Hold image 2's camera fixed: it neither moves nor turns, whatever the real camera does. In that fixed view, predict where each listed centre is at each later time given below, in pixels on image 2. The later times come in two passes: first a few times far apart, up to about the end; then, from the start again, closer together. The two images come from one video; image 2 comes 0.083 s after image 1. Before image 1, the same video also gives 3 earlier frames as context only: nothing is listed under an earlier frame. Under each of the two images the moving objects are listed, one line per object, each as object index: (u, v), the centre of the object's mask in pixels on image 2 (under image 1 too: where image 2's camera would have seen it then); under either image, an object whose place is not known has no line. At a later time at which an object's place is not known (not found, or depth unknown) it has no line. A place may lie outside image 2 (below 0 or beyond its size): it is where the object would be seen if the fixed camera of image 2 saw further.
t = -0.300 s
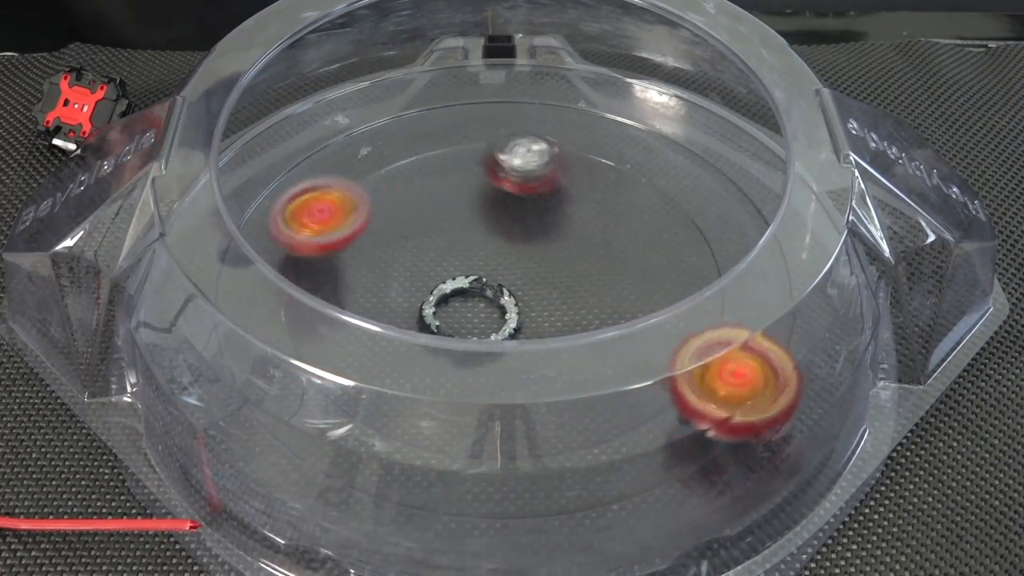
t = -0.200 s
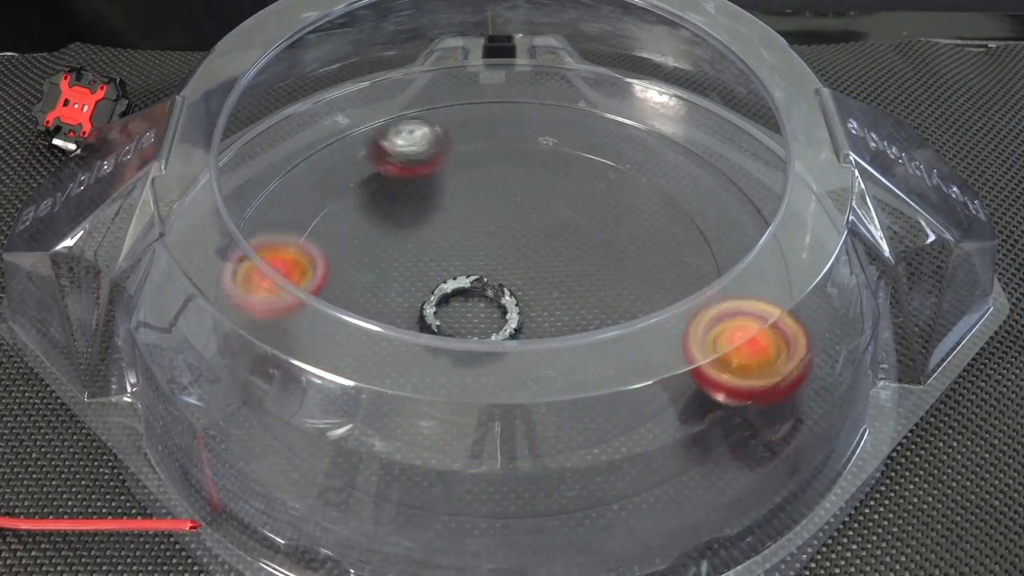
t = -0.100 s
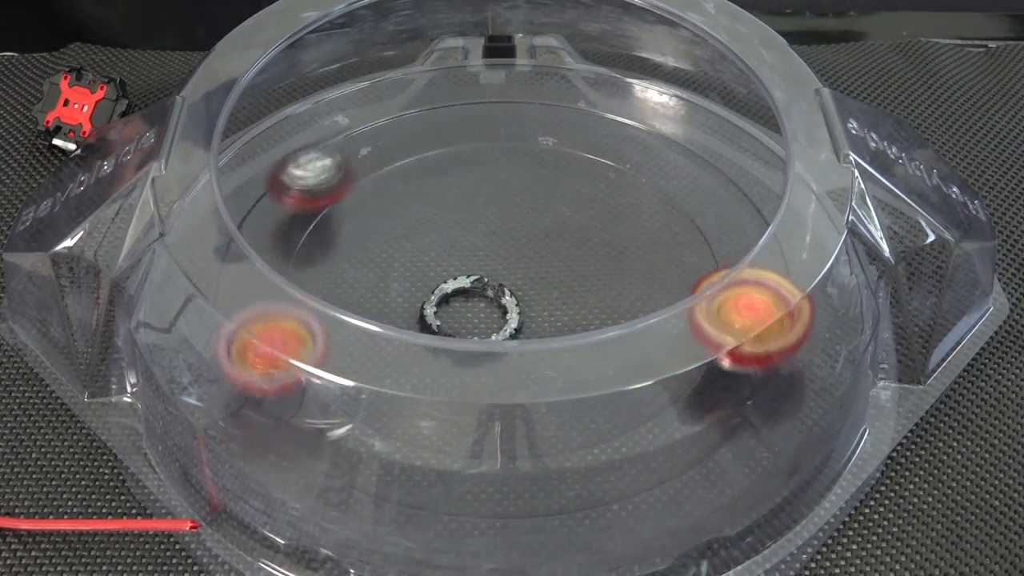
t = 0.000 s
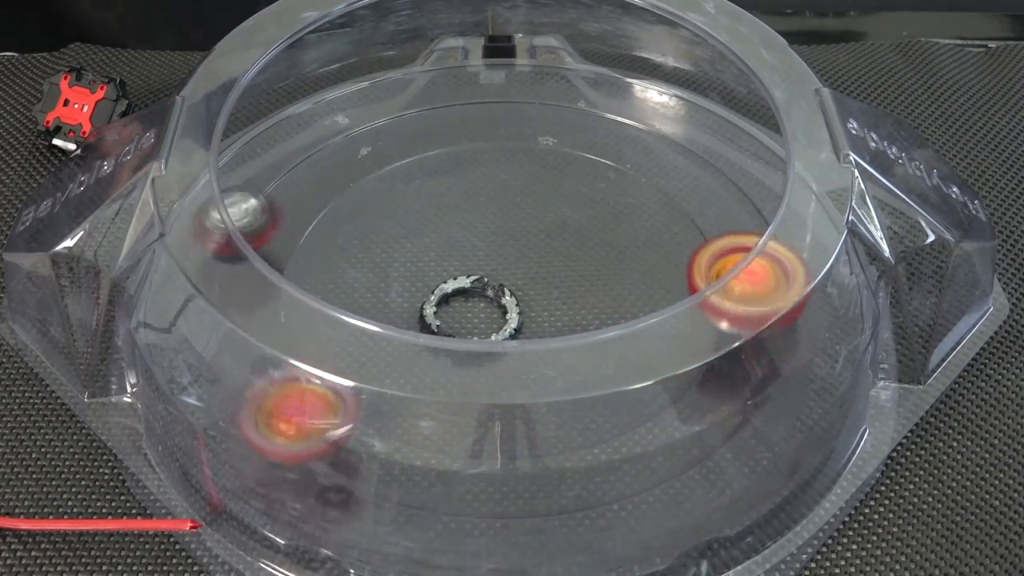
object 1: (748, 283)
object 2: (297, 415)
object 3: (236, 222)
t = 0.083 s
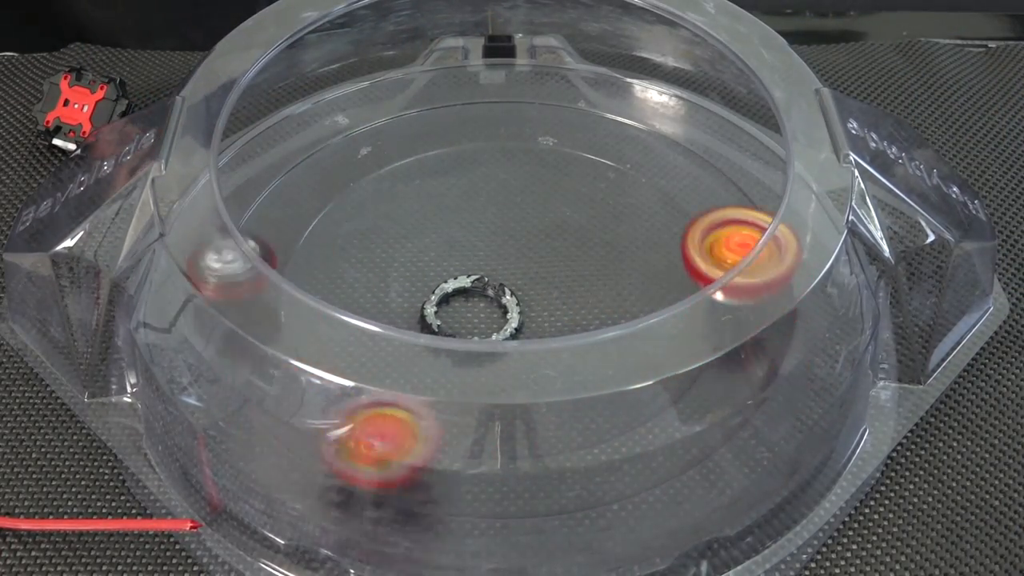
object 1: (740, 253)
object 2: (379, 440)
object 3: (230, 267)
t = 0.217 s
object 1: (713, 211)
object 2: (503, 463)
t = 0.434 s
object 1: (519, 138)
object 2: (655, 435)
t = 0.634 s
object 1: (258, 199)
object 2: (744, 391)
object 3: (657, 239)
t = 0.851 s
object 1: (204, 342)
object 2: (724, 301)
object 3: (540, 56)
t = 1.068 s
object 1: (295, 433)
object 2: (564, 202)
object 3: (395, 124)
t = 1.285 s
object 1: (405, 485)
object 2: (366, 217)
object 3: (201, 223)
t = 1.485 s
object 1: (517, 504)
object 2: (423, 378)
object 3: (114, 292)
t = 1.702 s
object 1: (629, 480)
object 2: (680, 354)
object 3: (63, 314)
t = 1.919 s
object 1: (714, 430)
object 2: (635, 171)
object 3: (62, 313)
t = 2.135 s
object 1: (772, 340)
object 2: (387, 138)
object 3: (62, 313)
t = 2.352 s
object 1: (758, 243)
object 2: (303, 316)
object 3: (60, 314)
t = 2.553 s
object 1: (722, 186)
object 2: (571, 409)
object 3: (59, 315)
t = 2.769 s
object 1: (664, 139)
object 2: (707, 224)
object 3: (57, 315)
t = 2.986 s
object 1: (553, 60)
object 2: (521, 210)
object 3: (56, 316)
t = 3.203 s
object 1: (452, 60)
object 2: (358, 305)
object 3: (55, 316)
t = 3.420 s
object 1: (369, 78)
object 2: (501, 390)
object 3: (54, 316)
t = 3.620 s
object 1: (299, 107)
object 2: (649, 294)
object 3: (56, 316)
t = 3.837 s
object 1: (256, 157)
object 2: (528, 180)
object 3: (55, 316)
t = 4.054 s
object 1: (221, 239)
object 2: (387, 218)
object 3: (55, 316)
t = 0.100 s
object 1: (737, 248)
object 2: (396, 445)
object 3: (235, 274)
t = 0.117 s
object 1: (734, 242)
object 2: (412, 447)
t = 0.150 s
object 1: (726, 230)
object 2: (444, 453)
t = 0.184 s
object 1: (718, 221)
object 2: (474, 459)
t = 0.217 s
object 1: (713, 211)
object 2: (503, 463)
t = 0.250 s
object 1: (699, 198)
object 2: (530, 465)
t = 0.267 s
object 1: (691, 191)
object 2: (542, 466)
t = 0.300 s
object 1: (667, 180)
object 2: (568, 467)
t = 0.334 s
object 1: (637, 167)
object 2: (591, 463)
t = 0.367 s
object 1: (603, 156)
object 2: (614, 455)
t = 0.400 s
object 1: (564, 145)
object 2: (637, 445)
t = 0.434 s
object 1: (519, 138)
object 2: (655, 435)
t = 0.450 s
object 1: (497, 137)
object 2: (664, 429)
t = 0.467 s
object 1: (472, 136)
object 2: (672, 423)
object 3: (528, 400)
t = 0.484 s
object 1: (449, 136)
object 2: (680, 419)
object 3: (549, 395)
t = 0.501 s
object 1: (426, 139)
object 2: (686, 413)
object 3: (575, 388)
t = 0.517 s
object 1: (401, 142)
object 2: (692, 404)
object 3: (597, 379)
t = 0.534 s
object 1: (378, 148)
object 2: (696, 398)
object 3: (611, 367)
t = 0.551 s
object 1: (355, 154)
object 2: (706, 397)
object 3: (628, 352)
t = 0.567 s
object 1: (334, 163)
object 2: (720, 402)
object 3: (641, 334)
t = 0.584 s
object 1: (312, 173)
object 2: (729, 401)
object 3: (643, 295)
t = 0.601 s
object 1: (292, 182)
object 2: (736, 397)
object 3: (651, 282)
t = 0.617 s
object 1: (276, 190)
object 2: (741, 394)
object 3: (657, 263)
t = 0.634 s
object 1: (258, 199)
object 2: (744, 391)
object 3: (657, 239)
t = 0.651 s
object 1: (244, 206)
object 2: (743, 382)
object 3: (656, 220)
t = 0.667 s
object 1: (231, 214)
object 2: (743, 379)
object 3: (651, 201)
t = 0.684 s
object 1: (220, 223)
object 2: (741, 371)
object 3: (644, 178)
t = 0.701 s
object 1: (216, 234)
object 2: (741, 364)
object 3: (636, 160)
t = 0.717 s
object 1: (211, 245)
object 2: (739, 356)
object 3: (627, 142)
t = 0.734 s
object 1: (208, 257)
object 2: (739, 349)
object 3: (615, 127)
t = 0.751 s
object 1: (205, 271)
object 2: (737, 342)
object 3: (607, 114)
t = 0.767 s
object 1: (202, 285)
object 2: (737, 336)
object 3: (598, 101)
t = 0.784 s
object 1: (202, 297)
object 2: (736, 330)
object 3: (586, 89)
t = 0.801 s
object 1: (200, 311)
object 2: (736, 324)
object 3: (575, 77)
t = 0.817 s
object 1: (201, 322)
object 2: (733, 316)
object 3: (561, 66)
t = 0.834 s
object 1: (201, 333)
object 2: (730, 309)
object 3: (551, 61)
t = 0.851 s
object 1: (204, 342)
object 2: (724, 301)
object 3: (540, 56)
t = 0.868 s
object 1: (211, 349)
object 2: (721, 296)
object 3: (530, 52)
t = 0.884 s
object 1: (218, 357)
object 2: (715, 289)
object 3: (517, 55)
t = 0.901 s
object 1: (223, 363)
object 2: (708, 284)
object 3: (504, 61)
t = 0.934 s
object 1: (234, 377)
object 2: (687, 268)
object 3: (480, 70)
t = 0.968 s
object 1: (246, 390)
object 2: (667, 255)
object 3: (455, 85)
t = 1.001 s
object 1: (261, 404)
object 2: (638, 237)
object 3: (436, 97)
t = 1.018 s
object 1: (268, 411)
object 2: (621, 228)
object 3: (425, 104)
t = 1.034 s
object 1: (277, 419)
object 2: (604, 219)
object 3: (415, 110)
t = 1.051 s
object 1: (288, 427)
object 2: (584, 210)
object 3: (404, 117)
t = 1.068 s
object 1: (295, 433)
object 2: (564, 202)
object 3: (395, 124)
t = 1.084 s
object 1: (304, 438)
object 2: (541, 194)
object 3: (385, 131)
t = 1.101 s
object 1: (313, 443)
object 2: (519, 187)
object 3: (377, 137)
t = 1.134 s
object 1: (330, 452)
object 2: (474, 178)
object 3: (359, 153)
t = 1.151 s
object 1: (338, 457)
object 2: (451, 174)
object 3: (351, 161)
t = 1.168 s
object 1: (346, 461)
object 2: (432, 173)
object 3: (341, 171)
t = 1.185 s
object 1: (354, 465)
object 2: (419, 175)
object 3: (320, 178)
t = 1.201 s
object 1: (363, 468)
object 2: (409, 179)
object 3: (296, 186)
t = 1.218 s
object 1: (371, 472)
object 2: (400, 184)
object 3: (273, 198)
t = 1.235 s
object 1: (379, 475)
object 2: (390, 190)
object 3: (250, 206)
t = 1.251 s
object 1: (388, 479)
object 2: (382, 198)
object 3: (233, 211)
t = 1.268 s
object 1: (396, 481)
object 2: (373, 207)
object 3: (215, 219)
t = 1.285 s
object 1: (405, 485)
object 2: (366, 217)
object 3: (201, 223)
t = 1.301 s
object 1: (413, 487)
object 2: (359, 229)
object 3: (194, 230)
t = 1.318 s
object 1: (423, 490)
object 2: (353, 242)
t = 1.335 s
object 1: (432, 492)
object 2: (350, 255)
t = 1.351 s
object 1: (442, 495)
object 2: (350, 269)
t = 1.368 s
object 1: (451, 497)
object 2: (355, 279)
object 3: (135, 284)
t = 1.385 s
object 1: (460, 499)
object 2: (357, 295)
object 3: (123, 294)
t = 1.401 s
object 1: (469, 501)
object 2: (360, 311)
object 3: (119, 306)
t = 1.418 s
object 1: (478, 502)
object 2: (368, 326)
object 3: (120, 305)
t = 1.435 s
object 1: (488, 504)
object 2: (377, 339)
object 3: (121, 301)
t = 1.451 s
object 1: (497, 505)
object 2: (391, 351)
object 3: (119, 298)
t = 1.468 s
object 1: (507, 505)
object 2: (405, 364)
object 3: (117, 295)
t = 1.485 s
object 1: (517, 504)
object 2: (423, 378)
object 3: (114, 292)
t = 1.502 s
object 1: (526, 504)
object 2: (438, 384)
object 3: (108, 292)
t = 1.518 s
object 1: (535, 504)
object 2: (458, 391)
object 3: (104, 293)
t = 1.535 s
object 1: (545, 503)
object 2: (479, 397)
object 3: (93, 295)
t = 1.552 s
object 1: (554, 502)
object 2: (503, 401)
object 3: (86, 300)
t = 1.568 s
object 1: (563, 501)
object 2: (526, 402)
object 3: (71, 305)
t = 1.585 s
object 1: (571, 500)
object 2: (547, 401)
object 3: (66, 315)
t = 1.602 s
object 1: (580, 498)
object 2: (572, 399)
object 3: (64, 318)
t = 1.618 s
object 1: (589, 497)
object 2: (593, 396)
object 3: (61, 314)
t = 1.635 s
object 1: (597, 493)
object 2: (615, 391)
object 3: (59, 312)
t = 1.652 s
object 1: (605, 491)
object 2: (633, 385)
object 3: (61, 310)
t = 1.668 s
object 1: (613, 487)
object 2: (650, 377)
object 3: (62, 311)
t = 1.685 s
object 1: (621, 483)
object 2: (666, 364)
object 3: (64, 313)
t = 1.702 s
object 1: (629, 480)
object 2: (680, 354)
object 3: (63, 314)
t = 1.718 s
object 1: (636, 476)
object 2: (689, 340)
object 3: (62, 314)
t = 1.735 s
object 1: (644, 474)
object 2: (697, 324)
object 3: (63, 314)
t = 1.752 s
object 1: (651, 470)
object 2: (702, 310)
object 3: (62, 313)
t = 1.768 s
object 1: (658, 466)
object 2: (704, 293)
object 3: (62, 313)
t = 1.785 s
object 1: (665, 462)
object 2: (704, 277)
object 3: (61, 313)
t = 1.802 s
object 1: (672, 458)
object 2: (697, 258)
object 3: (61, 313)
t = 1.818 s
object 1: (679, 454)
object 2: (696, 248)
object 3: (61, 313)
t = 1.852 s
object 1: (691, 446)
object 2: (685, 221)
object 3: (61, 313)
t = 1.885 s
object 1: (703, 438)
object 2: (663, 195)
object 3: (62, 313)
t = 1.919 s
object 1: (714, 430)
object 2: (635, 171)
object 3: (62, 313)
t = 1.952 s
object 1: (724, 422)
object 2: (599, 152)
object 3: (61, 313)
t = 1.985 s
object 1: (733, 413)
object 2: (563, 138)
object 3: (62, 313)
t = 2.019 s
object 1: (743, 403)
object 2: (522, 129)
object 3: (61, 313)
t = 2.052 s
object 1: (754, 388)
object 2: (481, 124)
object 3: (61, 313)
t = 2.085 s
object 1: (764, 371)
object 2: (442, 126)
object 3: (62, 313)
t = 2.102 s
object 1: (768, 361)
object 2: (423, 129)
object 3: (62, 313)
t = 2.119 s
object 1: (772, 350)
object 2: (405, 132)
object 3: (62, 313)
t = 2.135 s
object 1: (772, 340)
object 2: (387, 138)
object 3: (62, 313)
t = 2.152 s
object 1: (772, 329)
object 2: (370, 145)
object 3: (61, 313)
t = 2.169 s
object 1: (772, 319)
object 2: (357, 153)
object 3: (61, 314)
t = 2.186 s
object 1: (771, 309)
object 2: (344, 165)
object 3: (61, 314)
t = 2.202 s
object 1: (770, 300)
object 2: (332, 177)
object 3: (61, 314)
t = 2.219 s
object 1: (770, 291)
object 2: (322, 189)
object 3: (61, 314)
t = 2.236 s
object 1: (770, 284)
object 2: (313, 203)
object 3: (61, 314)
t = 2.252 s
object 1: (769, 278)
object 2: (306, 217)
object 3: (61, 314)
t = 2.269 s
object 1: (768, 272)
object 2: (300, 233)
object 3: (61, 314)
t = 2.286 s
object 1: (767, 266)
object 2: (301, 246)
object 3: (61, 314)
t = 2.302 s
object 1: (765, 260)
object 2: (296, 263)
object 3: (61, 314)
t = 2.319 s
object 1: (763, 254)
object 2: (295, 282)
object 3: (61, 314)
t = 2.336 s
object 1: (762, 251)
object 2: (298, 300)
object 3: (61, 314)
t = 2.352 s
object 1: (758, 243)
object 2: (303, 316)
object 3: (60, 314)
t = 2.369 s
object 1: (755, 237)
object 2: (312, 334)
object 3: (60, 314)
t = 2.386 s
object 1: (753, 233)
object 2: (324, 353)
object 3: (60, 314)
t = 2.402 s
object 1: (751, 227)
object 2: (343, 366)
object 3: (60, 314)
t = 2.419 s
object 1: (748, 222)
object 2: (360, 378)
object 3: (60, 314)
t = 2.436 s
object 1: (744, 217)
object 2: (383, 391)
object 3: (60, 315)
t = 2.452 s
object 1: (741, 212)
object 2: (406, 400)
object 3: (60, 315)
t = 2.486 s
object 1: (732, 202)
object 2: (462, 413)
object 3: (59, 314)
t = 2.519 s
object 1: (729, 195)
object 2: (517, 415)
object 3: (59, 315)
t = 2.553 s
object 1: (722, 186)
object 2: (571, 409)
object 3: (59, 315)
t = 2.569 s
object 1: (718, 182)
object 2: (598, 402)
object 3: (59, 315)
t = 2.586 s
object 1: (714, 177)
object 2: (625, 392)
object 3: (59, 315)
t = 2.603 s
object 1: (709, 173)
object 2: (644, 381)
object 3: (59, 315)
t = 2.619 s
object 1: (705, 170)
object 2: (663, 369)
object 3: (59, 315)
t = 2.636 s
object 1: (700, 166)
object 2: (682, 354)
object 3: (59, 315)
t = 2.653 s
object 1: (696, 162)
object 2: (693, 337)
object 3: (58, 315)
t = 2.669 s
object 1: (692, 159)
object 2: (703, 319)
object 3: (58, 315)
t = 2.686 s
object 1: (687, 155)
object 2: (711, 302)
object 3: (58, 315)
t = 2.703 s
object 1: (682, 152)
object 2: (715, 285)
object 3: (58, 315)
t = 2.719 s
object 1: (678, 148)
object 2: (714, 267)
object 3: (58, 315)
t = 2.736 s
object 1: (673, 146)
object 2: (708, 247)
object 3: (58, 315)
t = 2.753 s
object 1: (669, 142)
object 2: (709, 236)
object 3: (58, 315)
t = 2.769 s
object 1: (664, 139)
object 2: (707, 224)
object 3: (57, 315)
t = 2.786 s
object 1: (659, 135)
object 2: (698, 209)
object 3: (56, 315)
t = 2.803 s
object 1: (653, 130)
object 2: (688, 199)
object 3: (56, 315)
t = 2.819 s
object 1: (647, 121)
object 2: (679, 196)
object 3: (56, 315)
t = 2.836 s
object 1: (640, 113)
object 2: (669, 197)
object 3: (56, 315)
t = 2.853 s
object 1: (632, 104)
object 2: (658, 198)
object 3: (56, 315)
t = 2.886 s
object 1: (614, 86)
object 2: (630, 200)
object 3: (55, 316)
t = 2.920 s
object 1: (593, 77)
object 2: (599, 202)
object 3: (55, 315)
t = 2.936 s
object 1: (582, 73)
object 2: (581, 204)
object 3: (55, 315)
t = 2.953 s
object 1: (571, 68)
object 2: (561, 206)
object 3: (56, 315)
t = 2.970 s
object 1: (562, 63)
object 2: (541, 208)
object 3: (56, 316)
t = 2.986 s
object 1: (553, 60)
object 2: (521, 210)
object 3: (56, 316)
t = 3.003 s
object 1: (544, 58)
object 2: (501, 214)
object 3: (56, 316)
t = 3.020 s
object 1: (535, 60)
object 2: (481, 218)
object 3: (55, 316)
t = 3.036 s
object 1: (526, 61)
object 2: (462, 222)
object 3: (56, 315)
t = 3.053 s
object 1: (517, 62)
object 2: (443, 228)
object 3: (56, 316)
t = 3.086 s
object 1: (501, 63)
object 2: (412, 240)
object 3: (56, 316)
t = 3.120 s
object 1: (486, 62)
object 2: (387, 256)
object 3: (56, 316)
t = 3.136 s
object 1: (478, 62)
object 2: (377, 266)
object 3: (56, 316)
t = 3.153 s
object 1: (472, 61)
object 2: (369, 275)
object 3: (56, 316)
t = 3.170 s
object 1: (465, 60)
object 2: (365, 281)
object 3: (56, 316)
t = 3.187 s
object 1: (458, 60)
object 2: (360, 293)
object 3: (56, 316)
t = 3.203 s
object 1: (452, 60)
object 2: (358, 305)
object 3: (55, 316)
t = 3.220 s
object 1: (445, 61)
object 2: (358, 317)
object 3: (54, 316)
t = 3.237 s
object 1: (439, 62)
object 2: (359, 329)
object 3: (53, 316)
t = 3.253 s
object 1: (432, 64)
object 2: (364, 340)
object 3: (56, 315)
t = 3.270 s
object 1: (426, 65)
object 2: (372, 350)
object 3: (57, 315)
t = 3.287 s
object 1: (420, 66)
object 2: (381, 365)
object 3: (57, 315)
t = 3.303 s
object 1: (413, 67)
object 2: (394, 368)
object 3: (54, 316)
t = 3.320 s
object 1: (407, 68)
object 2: (407, 377)
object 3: (55, 315)
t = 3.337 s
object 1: (401, 69)
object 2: (421, 382)
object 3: (55, 315)
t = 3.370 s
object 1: (388, 72)
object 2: (452, 388)
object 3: (54, 316)
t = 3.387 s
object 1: (382, 74)
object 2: (468, 389)
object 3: (56, 314)
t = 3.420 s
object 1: (369, 78)
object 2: (501, 390)
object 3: (54, 316)
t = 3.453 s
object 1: (357, 82)
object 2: (536, 386)
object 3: (54, 315)
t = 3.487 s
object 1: (345, 86)
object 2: (571, 377)
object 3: (56, 317)
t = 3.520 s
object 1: (333, 91)
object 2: (600, 359)
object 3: (55, 314)
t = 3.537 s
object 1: (328, 94)
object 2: (613, 350)
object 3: (56, 316)
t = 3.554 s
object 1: (322, 96)
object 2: (626, 341)
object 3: (56, 316)
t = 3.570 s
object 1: (316, 99)
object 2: (635, 328)
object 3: (56, 316)
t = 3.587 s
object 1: (311, 102)
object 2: (641, 317)
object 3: (56, 317)
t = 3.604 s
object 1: (305, 105)
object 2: (646, 306)
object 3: (56, 316)
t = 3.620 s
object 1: (299, 107)
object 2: (649, 294)
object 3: (56, 316)
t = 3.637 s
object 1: (294, 111)
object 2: (648, 280)
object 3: (56, 317)
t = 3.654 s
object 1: (289, 113)
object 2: (650, 272)
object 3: (56, 317)
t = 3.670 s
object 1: (284, 117)
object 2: (648, 261)
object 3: (56, 317)
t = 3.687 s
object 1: (280, 121)
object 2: (643, 250)
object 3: (56, 317)
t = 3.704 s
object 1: (276, 124)
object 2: (637, 240)
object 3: (56, 317)
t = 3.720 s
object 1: (273, 128)
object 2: (627, 230)
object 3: (56, 317)
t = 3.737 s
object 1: (269, 131)
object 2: (616, 220)
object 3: (56, 317)
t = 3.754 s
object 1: (266, 135)
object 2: (604, 211)
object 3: (56, 317)
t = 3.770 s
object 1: (261, 139)
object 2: (592, 203)
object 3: (56, 316)
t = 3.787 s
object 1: (262, 143)
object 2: (577, 196)
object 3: (55, 316)
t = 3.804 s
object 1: (257, 148)
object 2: (562, 190)
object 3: (56, 316)
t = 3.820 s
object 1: (256, 152)
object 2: (545, 185)
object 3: (56, 316)
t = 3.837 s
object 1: (256, 157)
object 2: (528, 180)
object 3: (55, 316)
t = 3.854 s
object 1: (255, 161)
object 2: (510, 177)
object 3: (56, 316)
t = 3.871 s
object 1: (254, 166)
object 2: (492, 175)
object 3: (56, 316)
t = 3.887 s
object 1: (259, 173)
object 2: (475, 174)
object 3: (55, 316)
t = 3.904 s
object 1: (255, 181)
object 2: (456, 174)
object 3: (55, 316)
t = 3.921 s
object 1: (255, 189)
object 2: (438, 175)
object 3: (56, 316)
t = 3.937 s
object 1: (264, 193)
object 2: (421, 177)
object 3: (55, 316)
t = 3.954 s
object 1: (265, 199)
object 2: (405, 181)
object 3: (55, 316)
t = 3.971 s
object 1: (266, 203)
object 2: (390, 186)
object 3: (55, 316)
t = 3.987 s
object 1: (257, 212)
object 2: (377, 191)
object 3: (55, 316)
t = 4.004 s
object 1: (257, 217)
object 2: (365, 197)
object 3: (55, 316)
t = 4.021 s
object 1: (252, 224)
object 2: (362, 204)
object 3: (55, 316)
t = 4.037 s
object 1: (236, 230)
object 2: (374, 210)
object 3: (55, 316)
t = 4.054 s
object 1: (221, 239)
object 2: (387, 218)
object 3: (55, 316)
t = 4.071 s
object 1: (213, 247)
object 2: (402, 227)
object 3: (55, 316)
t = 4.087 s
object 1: (200, 259)
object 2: (416, 235)
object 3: (55, 316)
